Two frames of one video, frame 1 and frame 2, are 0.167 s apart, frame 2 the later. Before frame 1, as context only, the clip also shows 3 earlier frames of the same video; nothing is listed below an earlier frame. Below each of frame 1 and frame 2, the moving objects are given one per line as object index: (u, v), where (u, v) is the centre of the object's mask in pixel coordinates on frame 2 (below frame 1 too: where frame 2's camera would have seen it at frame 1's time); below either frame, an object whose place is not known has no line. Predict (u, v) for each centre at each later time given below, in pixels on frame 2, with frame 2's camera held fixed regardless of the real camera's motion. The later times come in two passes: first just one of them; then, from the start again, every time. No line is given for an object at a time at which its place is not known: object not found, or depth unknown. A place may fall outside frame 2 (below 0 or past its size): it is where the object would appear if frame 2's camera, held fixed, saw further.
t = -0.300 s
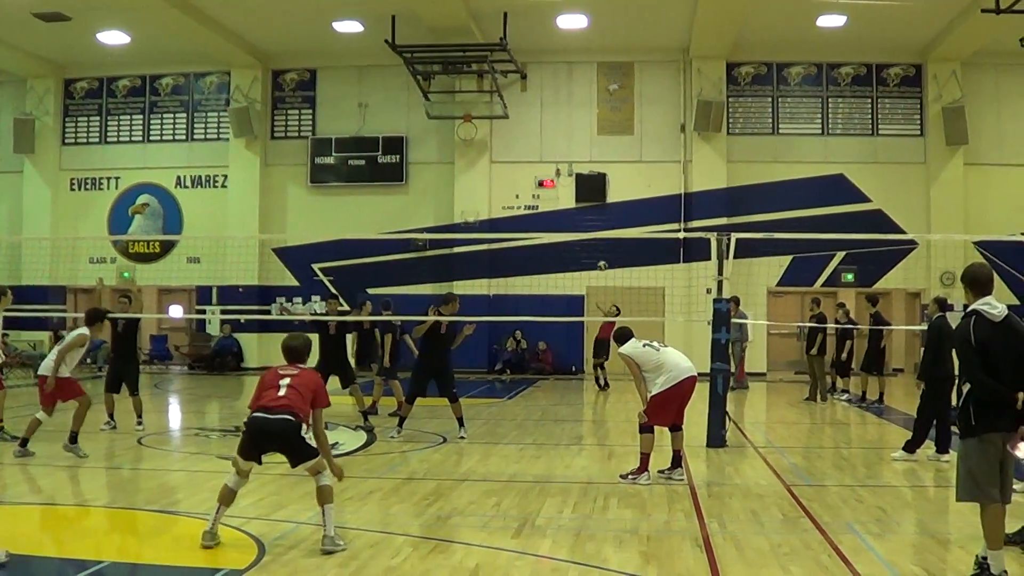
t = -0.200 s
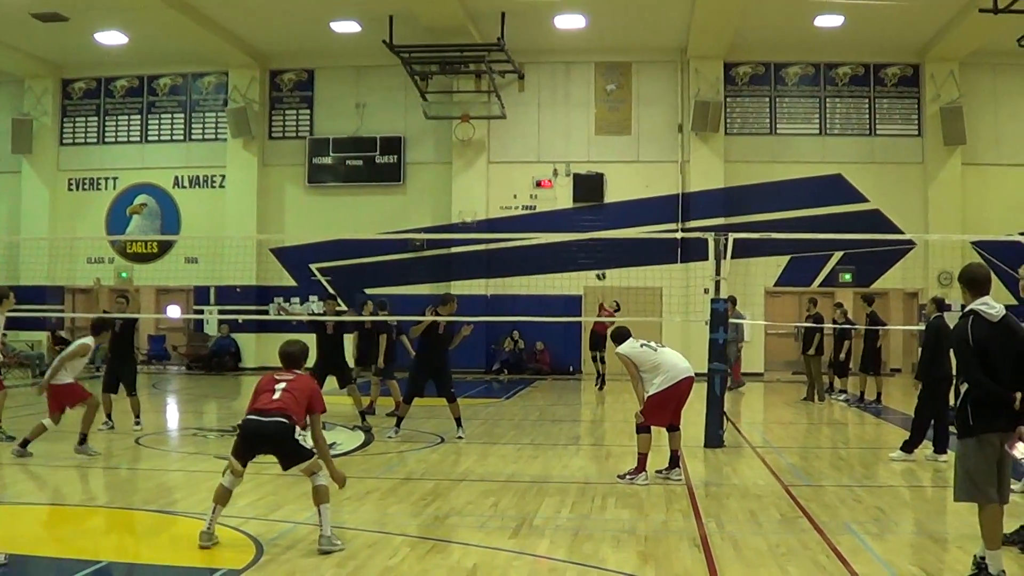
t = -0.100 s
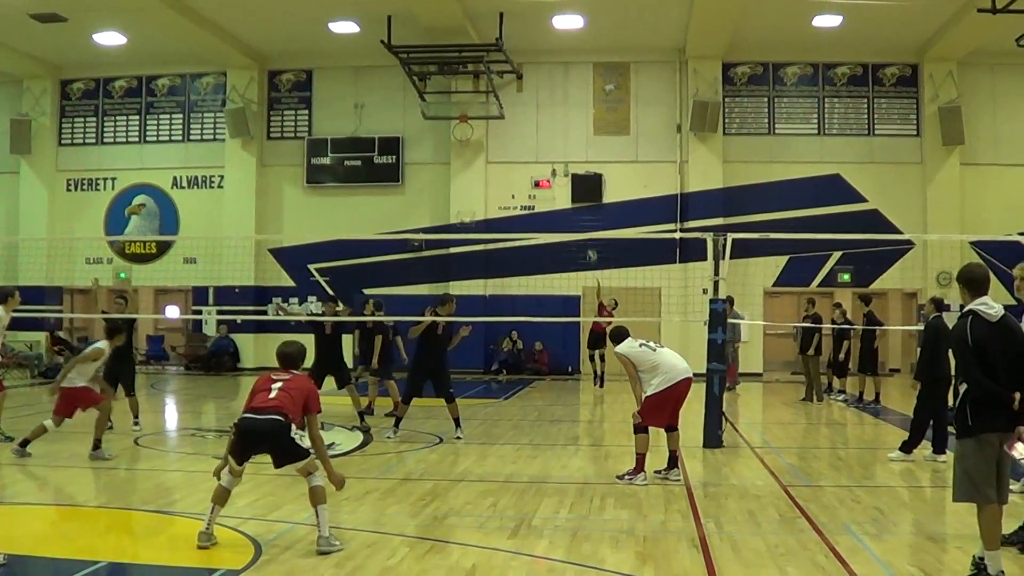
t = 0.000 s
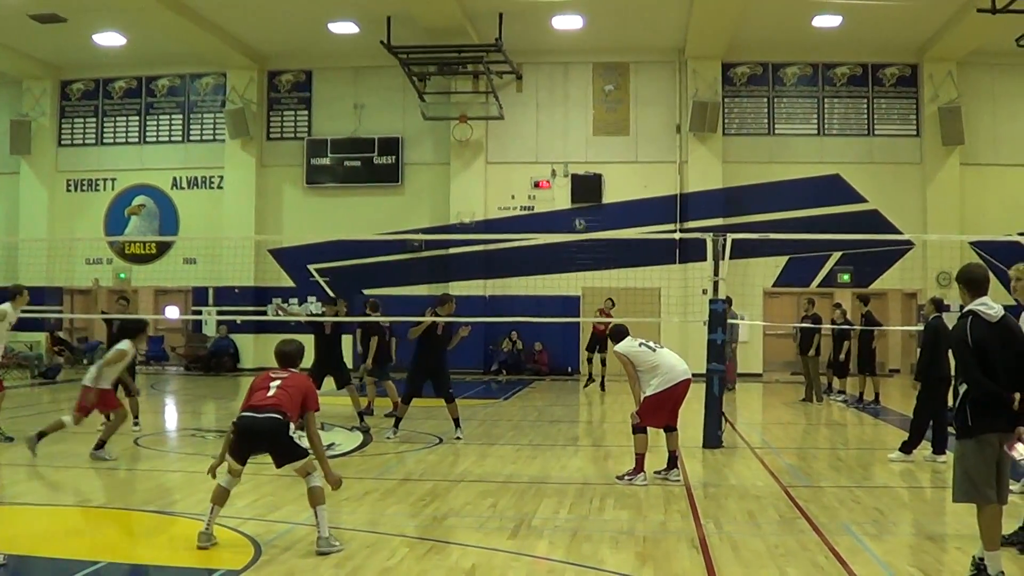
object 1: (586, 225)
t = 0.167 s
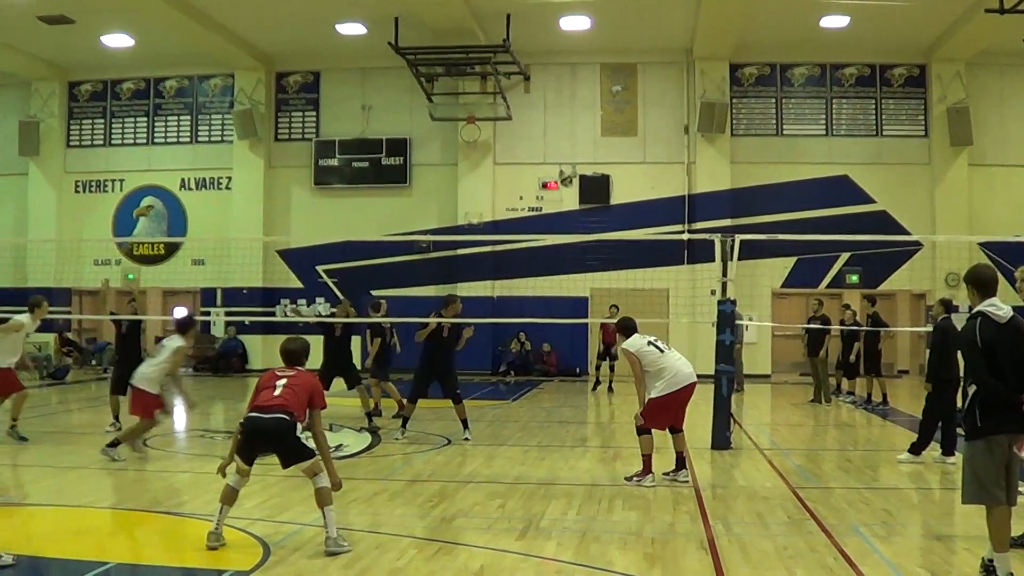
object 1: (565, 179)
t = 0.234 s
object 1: (558, 166)
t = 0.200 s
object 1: (562, 173)
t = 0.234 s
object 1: (558, 166)
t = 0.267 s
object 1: (554, 159)
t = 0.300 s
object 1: (550, 152)
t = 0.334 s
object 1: (545, 147)
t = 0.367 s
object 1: (540, 142)
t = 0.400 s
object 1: (534, 138)
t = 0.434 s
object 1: (529, 135)
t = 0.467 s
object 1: (523, 132)
